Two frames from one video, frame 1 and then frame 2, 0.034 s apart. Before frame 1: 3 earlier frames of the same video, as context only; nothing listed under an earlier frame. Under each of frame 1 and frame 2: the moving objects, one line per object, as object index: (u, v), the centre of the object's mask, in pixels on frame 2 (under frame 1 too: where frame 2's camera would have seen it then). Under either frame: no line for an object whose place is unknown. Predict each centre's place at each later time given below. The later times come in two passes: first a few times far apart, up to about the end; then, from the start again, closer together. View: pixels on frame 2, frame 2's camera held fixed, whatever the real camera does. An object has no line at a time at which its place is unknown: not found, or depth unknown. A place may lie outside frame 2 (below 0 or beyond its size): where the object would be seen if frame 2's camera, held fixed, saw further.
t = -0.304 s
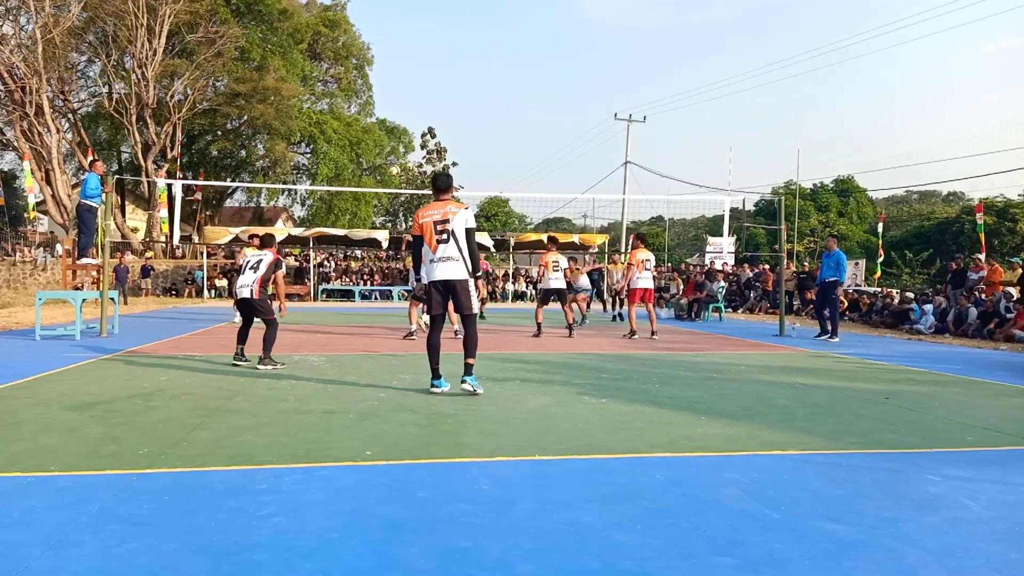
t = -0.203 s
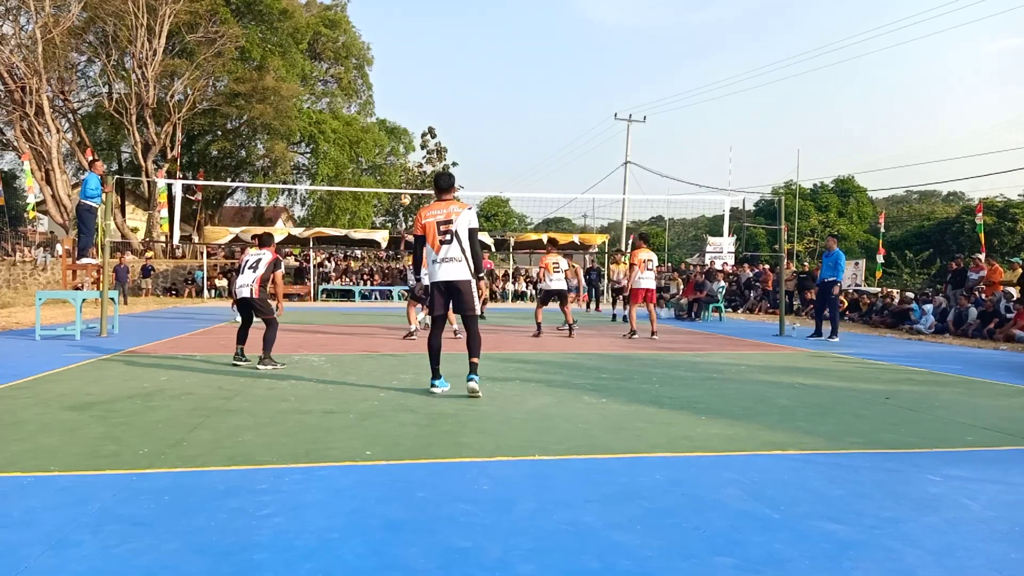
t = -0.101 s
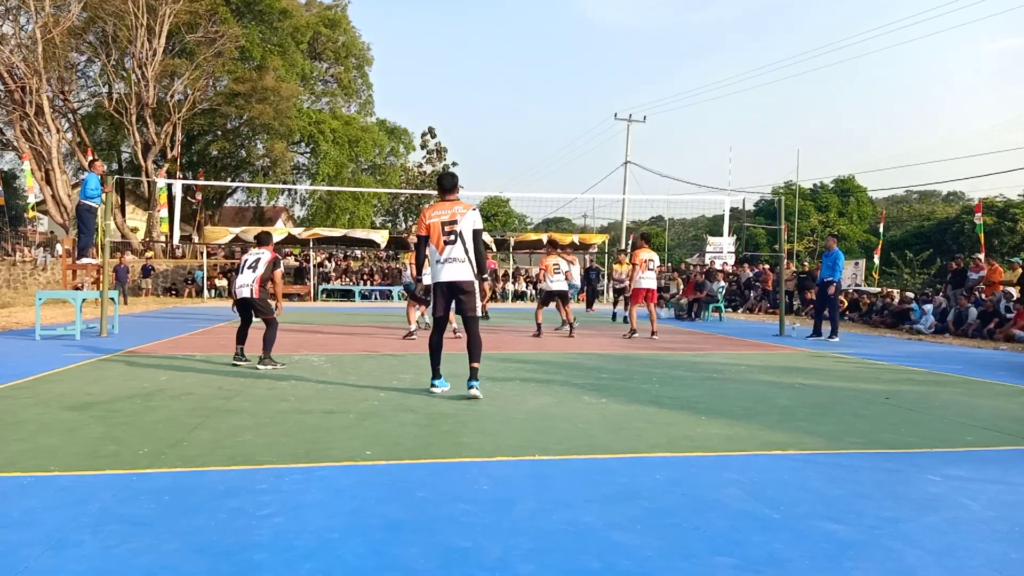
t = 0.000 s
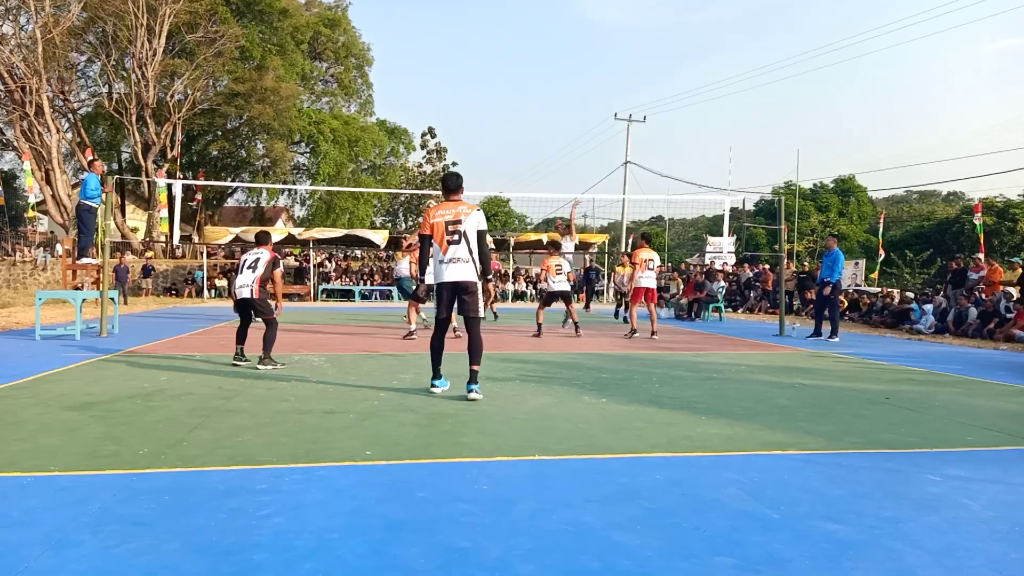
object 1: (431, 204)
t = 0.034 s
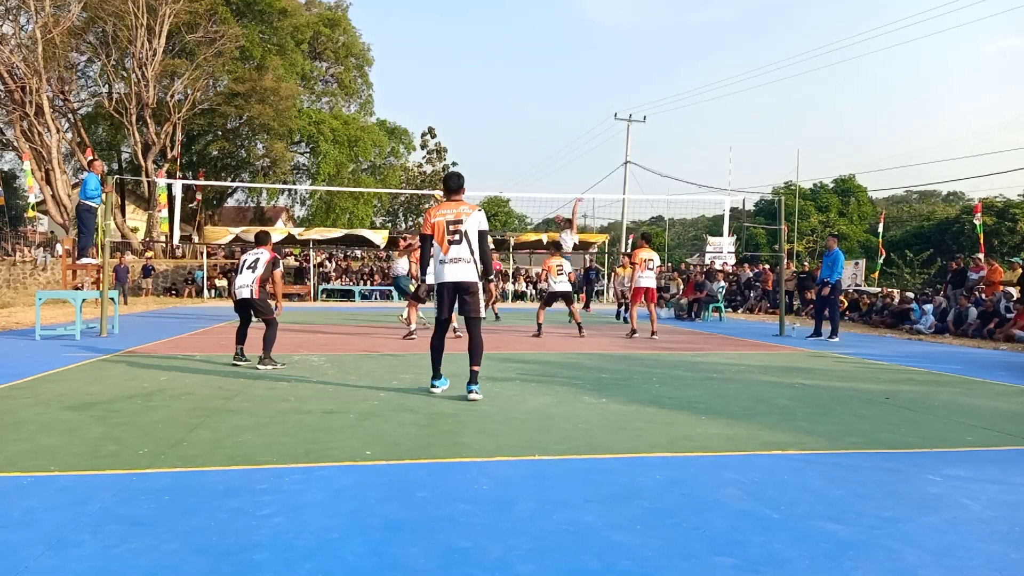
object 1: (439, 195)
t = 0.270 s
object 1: (479, 143)
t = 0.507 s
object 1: (521, 120)
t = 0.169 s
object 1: (461, 161)
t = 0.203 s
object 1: (468, 154)
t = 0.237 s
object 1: (473, 148)
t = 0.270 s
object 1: (479, 143)
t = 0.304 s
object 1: (486, 138)
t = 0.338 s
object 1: (491, 133)
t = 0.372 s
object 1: (497, 130)
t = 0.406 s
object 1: (504, 127)
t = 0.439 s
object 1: (510, 124)
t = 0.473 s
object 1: (515, 122)
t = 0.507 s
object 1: (521, 120)
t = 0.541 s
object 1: (527, 120)
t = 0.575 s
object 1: (533, 120)
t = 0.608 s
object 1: (538, 120)
